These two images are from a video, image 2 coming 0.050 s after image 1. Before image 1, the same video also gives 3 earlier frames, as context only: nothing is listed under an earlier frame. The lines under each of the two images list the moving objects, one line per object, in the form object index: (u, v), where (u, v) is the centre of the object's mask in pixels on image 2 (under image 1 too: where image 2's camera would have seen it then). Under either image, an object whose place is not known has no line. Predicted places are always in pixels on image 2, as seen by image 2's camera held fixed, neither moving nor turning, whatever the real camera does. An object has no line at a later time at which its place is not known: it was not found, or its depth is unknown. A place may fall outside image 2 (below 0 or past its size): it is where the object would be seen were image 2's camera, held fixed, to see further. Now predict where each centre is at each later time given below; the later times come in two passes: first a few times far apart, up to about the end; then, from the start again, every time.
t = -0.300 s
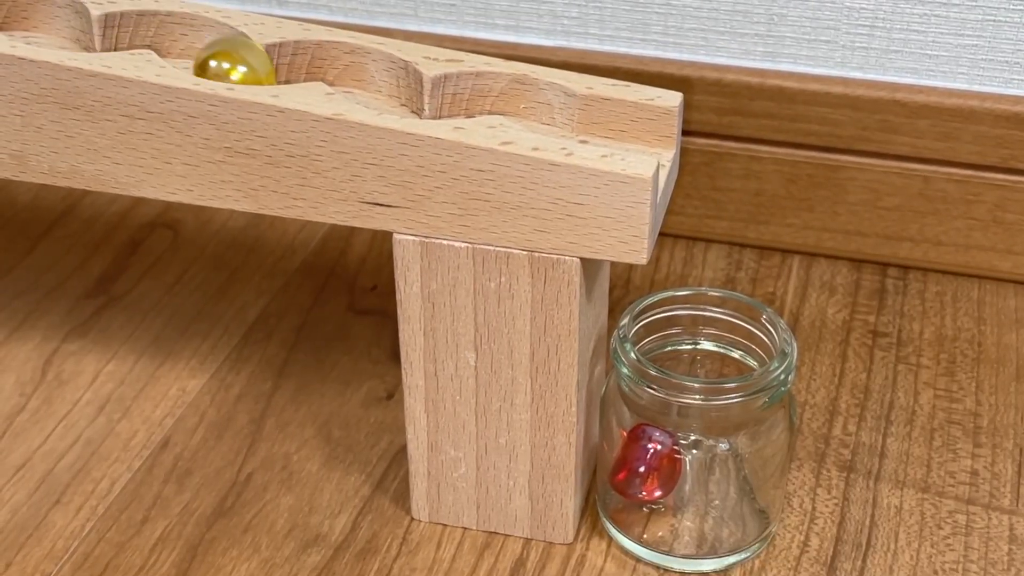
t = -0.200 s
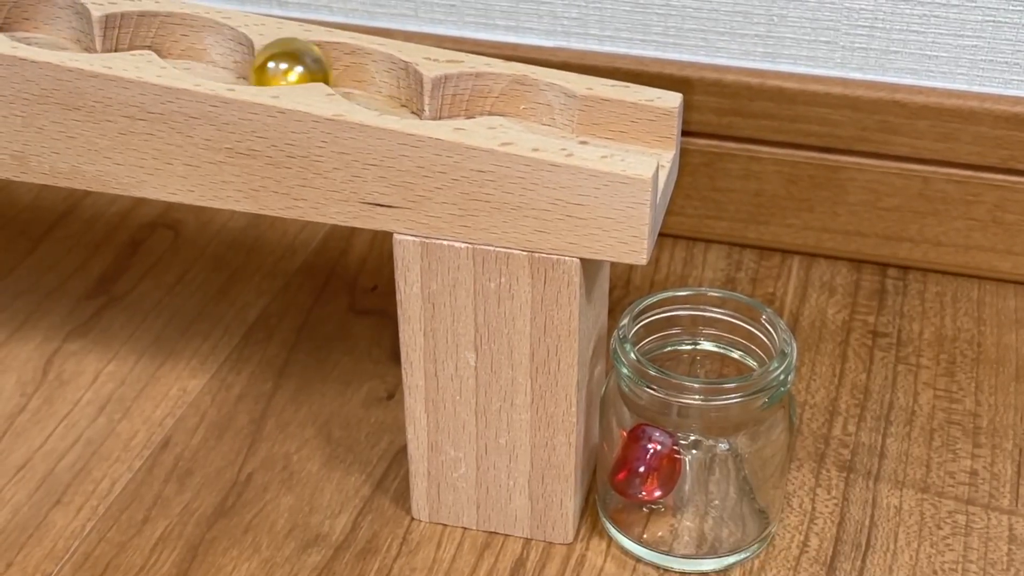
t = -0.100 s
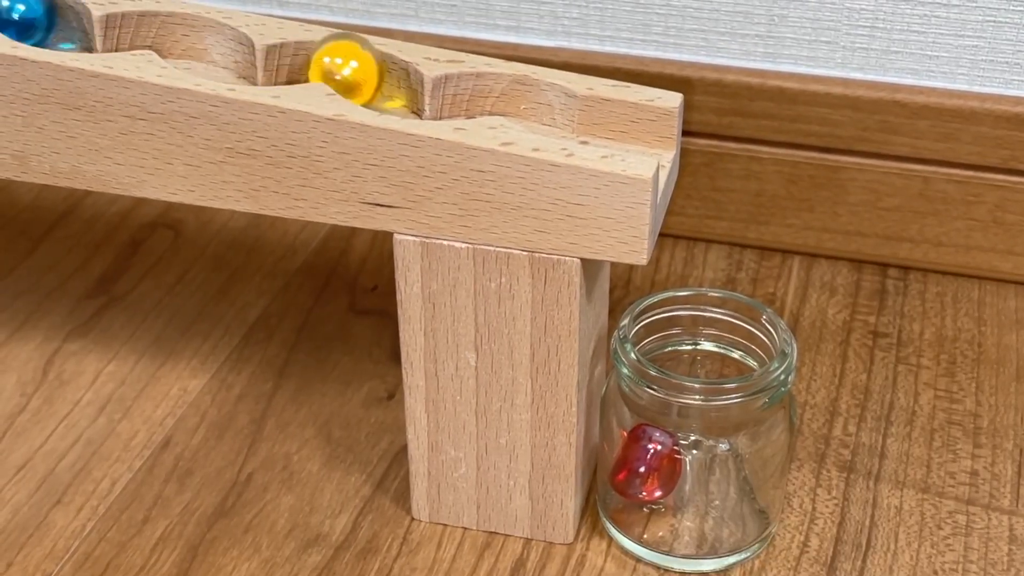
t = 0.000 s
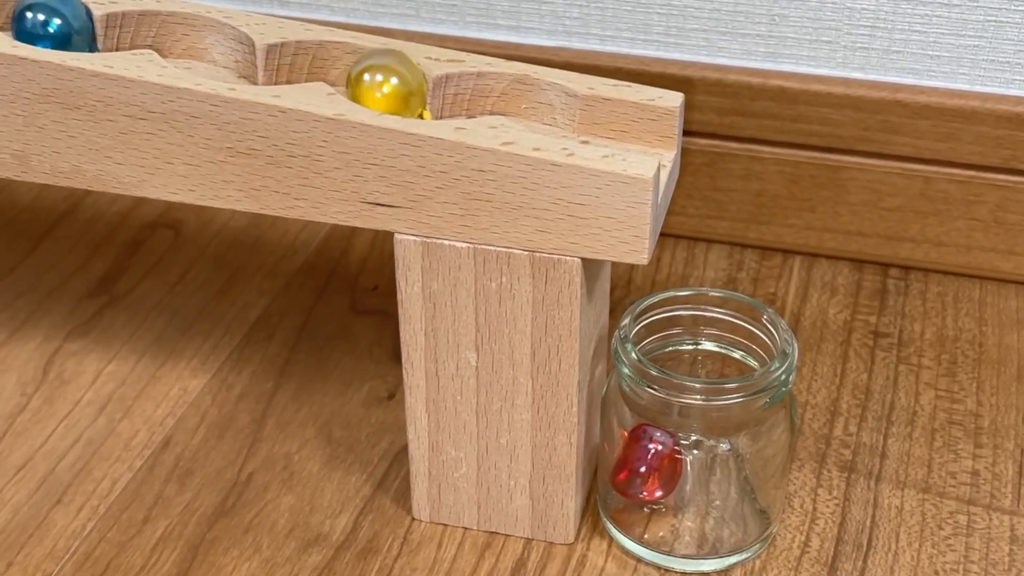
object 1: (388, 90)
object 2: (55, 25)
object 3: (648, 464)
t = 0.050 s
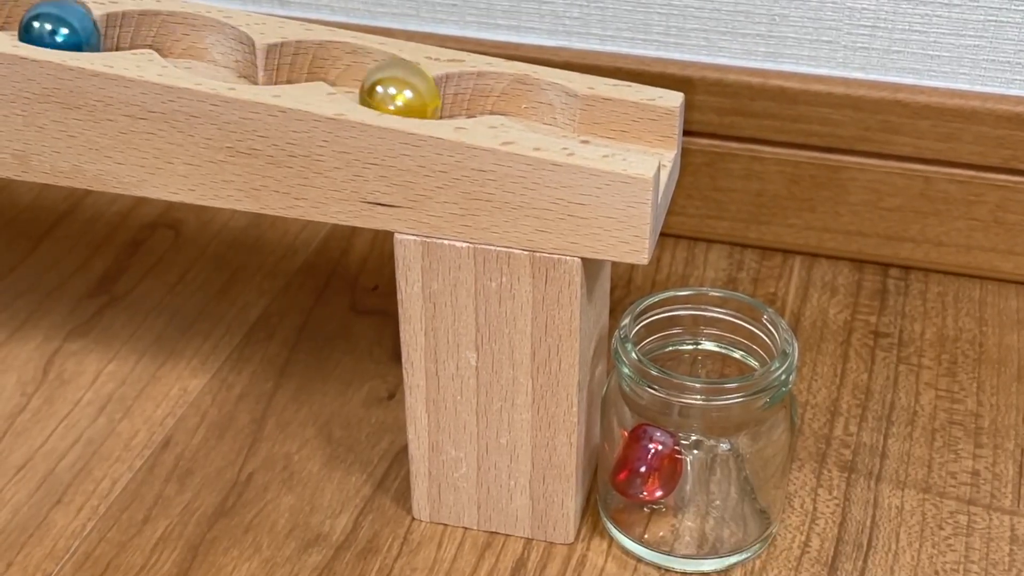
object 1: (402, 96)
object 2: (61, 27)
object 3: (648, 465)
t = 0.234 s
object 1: (493, 99)
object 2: (156, 33)
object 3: (648, 465)
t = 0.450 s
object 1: (616, 130)
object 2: (232, 60)
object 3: (648, 465)
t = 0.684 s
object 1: (736, 452)
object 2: (359, 70)
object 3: (666, 458)
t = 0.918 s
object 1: (723, 482)
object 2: (450, 97)
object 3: (660, 459)
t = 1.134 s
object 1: (724, 496)
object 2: (565, 109)
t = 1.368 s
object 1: (707, 502)
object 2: (741, 275)
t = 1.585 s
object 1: (722, 482)
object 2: (653, 434)
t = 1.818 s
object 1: (732, 477)
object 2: (660, 489)
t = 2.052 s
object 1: (731, 482)
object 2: (658, 490)
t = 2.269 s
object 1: (730, 486)
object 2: (659, 491)
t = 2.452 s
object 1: (730, 486)
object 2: (659, 491)
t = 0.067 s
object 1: (404, 101)
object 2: (64, 29)
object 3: (648, 465)
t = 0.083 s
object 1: (410, 102)
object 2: (67, 31)
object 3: (648, 465)
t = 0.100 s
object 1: (418, 103)
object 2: (76, 32)
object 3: (648, 464)
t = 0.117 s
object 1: (428, 104)
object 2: (84, 32)
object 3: (648, 464)
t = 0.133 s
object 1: (435, 104)
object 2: (93, 33)
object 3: (648, 464)
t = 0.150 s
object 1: (443, 104)
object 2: (104, 33)
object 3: (648, 464)
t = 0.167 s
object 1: (452, 104)
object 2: (113, 33)
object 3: (648, 464)
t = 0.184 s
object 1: (460, 103)
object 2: (125, 33)
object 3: (648, 465)
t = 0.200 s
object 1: (467, 102)
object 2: (135, 32)
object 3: (648, 465)
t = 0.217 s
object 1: (479, 101)
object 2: (146, 33)
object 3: (648, 465)
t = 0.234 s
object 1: (493, 99)
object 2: (156, 33)
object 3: (648, 465)
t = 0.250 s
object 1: (503, 95)
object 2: (168, 34)
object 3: (648, 464)
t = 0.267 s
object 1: (512, 94)
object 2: (175, 35)
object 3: (648, 465)
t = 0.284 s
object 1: (520, 98)
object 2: (183, 37)
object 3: (648, 465)
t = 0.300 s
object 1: (529, 101)
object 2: (191, 40)
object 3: (648, 465)
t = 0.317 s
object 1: (538, 103)
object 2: (199, 43)
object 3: (648, 465)
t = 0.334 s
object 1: (546, 105)
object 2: (204, 44)
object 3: (648, 465)
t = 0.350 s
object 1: (555, 109)
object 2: (213, 49)
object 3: (648, 465)
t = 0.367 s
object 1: (563, 112)
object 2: (217, 51)
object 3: (648, 465)
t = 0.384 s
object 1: (572, 115)
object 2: (219, 53)
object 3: (648, 465)
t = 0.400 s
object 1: (582, 119)
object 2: (221, 54)
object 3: (648, 465)
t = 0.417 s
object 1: (593, 122)
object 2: (224, 56)
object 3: (648, 465)
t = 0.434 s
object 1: (603, 125)
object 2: (228, 58)
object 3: (648, 465)
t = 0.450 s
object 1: (616, 130)
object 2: (232, 60)
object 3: (648, 465)
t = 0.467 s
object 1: (627, 131)
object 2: (237, 62)
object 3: (648, 465)
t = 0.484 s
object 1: (644, 135)
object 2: (246, 63)
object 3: (648, 465)
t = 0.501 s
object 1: (659, 143)
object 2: (256, 64)
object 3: (648, 464)
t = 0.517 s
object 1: (675, 151)
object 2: (265, 65)
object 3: (648, 465)
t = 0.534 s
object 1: (688, 153)
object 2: (274, 64)
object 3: (648, 465)
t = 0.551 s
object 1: (701, 169)
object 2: (284, 64)
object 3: (648, 465)
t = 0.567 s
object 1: (716, 194)
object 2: (293, 63)
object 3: (648, 465)
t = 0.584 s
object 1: (729, 231)
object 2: (303, 63)
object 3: (648, 464)
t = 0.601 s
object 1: (742, 278)
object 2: (312, 63)
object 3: (648, 464)
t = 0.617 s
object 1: (745, 329)
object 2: (322, 63)
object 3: (649, 464)
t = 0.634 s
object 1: (702, 353)
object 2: (334, 63)
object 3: (653, 463)
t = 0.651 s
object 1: (683, 388)
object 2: (343, 64)
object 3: (656, 465)
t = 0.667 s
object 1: (697, 428)
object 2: (351, 68)
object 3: (653, 462)
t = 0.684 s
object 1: (736, 452)
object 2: (359, 70)
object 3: (666, 458)
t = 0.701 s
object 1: (740, 450)
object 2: (367, 73)
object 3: (656, 462)
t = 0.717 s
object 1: (733, 444)
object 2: (374, 75)
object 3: (663, 452)
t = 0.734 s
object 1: (727, 457)
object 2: (381, 79)
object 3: (654, 451)
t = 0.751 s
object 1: (729, 465)
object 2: (385, 81)
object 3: (658, 460)
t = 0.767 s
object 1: (729, 477)
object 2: (389, 84)
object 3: (662, 461)
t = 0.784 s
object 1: (728, 475)
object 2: (392, 86)
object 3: (659, 462)
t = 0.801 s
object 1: (723, 472)
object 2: (396, 88)
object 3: (654, 459)
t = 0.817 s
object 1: (731, 476)
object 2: (402, 90)
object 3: (654, 459)
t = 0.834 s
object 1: (726, 479)
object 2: (408, 93)
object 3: (655, 460)
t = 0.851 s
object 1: (721, 473)
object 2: (415, 95)
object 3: (655, 459)
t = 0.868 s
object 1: (721, 475)
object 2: (423, 96)
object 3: (655, 459)
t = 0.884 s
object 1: (721, 478)
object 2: (432, 97)
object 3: (658, 458)
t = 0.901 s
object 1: (722, 478)
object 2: (441, 97)
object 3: (659, 459)
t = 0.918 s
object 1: (723, 482)
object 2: (450, 97)
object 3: (660, 459)
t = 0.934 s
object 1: (725, 483)
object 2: (459, 96)
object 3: (661, 458)
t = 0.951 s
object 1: (727, 485)
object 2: (467, 95)
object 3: (661, 457)
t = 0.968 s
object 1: (730, 490)
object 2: (474, 94)
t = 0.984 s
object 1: (727, 488)
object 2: (484, 93)
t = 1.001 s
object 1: (726, 488)
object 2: (495, 93)
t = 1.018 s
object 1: (725, 488)
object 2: (505, 93)
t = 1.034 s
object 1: (726, 490)
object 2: (514, 93)
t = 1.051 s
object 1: (727, 492)
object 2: (522, 96)
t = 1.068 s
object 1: (726, 492)
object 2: (531, 98)
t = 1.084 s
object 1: (725, 493)
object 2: (540, 101)
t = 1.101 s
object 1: (725, 494)
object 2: (548, 104)
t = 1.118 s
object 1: (725, 495)
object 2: (557, 106)
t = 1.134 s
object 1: (724, 496)
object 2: (565, 109)
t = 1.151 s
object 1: (723, 497)
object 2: (574, 112)
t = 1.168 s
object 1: (722, 497)
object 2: (584, 115)
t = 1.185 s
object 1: (722, 498)
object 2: (595, 117)
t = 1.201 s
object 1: (721, 498)
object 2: (606, 120)
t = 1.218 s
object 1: (719, 499)
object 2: (619, 123)
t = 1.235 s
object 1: (718, 499)
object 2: (631, 126)
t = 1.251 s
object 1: (716, 500)
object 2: (645, 131)
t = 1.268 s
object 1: (716, 500)
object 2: (659, 137)
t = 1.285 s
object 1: (714, 501)
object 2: (673, 144)
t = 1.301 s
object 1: (713, 501)
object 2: (687, 152)
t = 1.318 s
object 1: (711, 502)
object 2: (700, 167)
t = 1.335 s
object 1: (710, 502)
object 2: (716, 193)
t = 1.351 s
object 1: (709, 502)
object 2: (729, 229)
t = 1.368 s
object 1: (707, 502)
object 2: (741, 275)
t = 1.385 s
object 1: (706, 502)
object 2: (748, 331)
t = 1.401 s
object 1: (704, 501)
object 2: (712, 356)
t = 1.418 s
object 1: (704, 501)
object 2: (675, 415)
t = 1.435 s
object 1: (707, 499)
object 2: (682, 416)
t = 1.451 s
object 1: (716, 493)
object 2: (705, 411)
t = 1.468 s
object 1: (722, 492)
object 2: (719, 426)
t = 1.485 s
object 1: (726, 490)
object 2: (710, 427)
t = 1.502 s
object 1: (725, 486)
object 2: (699, 422)
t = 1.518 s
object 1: (722, 484)
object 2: (687, 421)
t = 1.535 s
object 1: (721, 483)
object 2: (678, 420)
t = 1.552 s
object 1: (721, 482)
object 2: (667, 418)
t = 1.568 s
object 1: (721, 482)
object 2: (659, 423)
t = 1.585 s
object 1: (722, 482)
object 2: (653, 434)
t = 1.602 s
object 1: (723, 483)
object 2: (656, 461)
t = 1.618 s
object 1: (728, 484)
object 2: (659, 485)
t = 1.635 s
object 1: (729, 484)
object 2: (660, 480)
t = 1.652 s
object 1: (729, 484)
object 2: (657, 472)
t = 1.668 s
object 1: (730, 484)
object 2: (654, 473)
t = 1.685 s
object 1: (730, 484)
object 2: (657, 485)
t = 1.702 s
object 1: (729, 483)
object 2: (661, 486)
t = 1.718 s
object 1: (727, 479)
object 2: (661, 486)
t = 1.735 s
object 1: (729, 479)
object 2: (661, 490)
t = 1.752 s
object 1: (731, 479)
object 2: (663, 488)
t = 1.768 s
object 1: (732, 478)
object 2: (662, 489)
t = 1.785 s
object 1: (732, 478)
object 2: (660, 490)
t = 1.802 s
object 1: (731, 477)
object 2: (660, 489)
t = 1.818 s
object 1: (732, 477)
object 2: (660, 489)
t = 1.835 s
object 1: (732, 477)
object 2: (660, 489)
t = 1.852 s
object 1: (732, 476)
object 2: (658, 489)
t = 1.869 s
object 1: (731, 477)
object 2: (657, 489)
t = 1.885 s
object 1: (732, 476)
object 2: (657, 489)
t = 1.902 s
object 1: (732, 477)
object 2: (656, 489)
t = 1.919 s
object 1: (731, 477)
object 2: (657, 489)
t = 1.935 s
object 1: (731, 478)
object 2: (657, 489)
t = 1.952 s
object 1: (732, 477)
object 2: (657, 489)
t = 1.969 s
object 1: (732, 478)
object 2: (657, 489)
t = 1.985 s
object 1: (732, 479)
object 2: (657, 489)
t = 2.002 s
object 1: (732, 479)
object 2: (657, 490)
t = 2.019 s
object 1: (732, 480)
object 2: (657, 490)
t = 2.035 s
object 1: (731, 481)
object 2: (657, 490)
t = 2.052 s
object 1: (731, 482)
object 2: (658, 490)
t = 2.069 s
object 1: (731, 482)
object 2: (658, 490)
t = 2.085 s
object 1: (731, 483)
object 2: (658, 490)
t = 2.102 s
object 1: (730, 484)
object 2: (658, 491)
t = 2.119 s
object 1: (730, 484)
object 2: (659, 491)
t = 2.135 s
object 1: (730, 485)
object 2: (659, 491)
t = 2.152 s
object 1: (730, 485)
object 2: (659, 491)
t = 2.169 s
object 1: (730, 485)
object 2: (659, 491)
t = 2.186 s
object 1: (730, 485)
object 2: (659, 491)
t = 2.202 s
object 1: (730, 485)
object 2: (659, 491)
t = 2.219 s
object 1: (730, 486)
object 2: (659, 491)
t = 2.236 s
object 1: (730, 485)
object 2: (659, 491)
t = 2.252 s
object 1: (730, 485)
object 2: (659, 491)
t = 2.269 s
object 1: (730, 486)
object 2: (659, 491)
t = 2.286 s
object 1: (730, 486)
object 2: (659, 491)
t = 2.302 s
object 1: (730, 486)
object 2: (659, 491)
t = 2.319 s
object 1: (730, 485)
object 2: (659, 491)
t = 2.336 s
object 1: (730, 486)
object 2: (659, 491)
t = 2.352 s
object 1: (730, 486)
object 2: (659, 491)
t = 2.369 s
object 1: (730, 486)
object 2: (659, 491)
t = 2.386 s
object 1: (730, 486)
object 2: (659, 491)
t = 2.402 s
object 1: (730, 486)
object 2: (659, 491)
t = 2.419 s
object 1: (730, 486)
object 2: (659, 491)
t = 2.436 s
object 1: (730, 486)
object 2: (659, 491)
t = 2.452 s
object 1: (730, 486)
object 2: (659, 491)
